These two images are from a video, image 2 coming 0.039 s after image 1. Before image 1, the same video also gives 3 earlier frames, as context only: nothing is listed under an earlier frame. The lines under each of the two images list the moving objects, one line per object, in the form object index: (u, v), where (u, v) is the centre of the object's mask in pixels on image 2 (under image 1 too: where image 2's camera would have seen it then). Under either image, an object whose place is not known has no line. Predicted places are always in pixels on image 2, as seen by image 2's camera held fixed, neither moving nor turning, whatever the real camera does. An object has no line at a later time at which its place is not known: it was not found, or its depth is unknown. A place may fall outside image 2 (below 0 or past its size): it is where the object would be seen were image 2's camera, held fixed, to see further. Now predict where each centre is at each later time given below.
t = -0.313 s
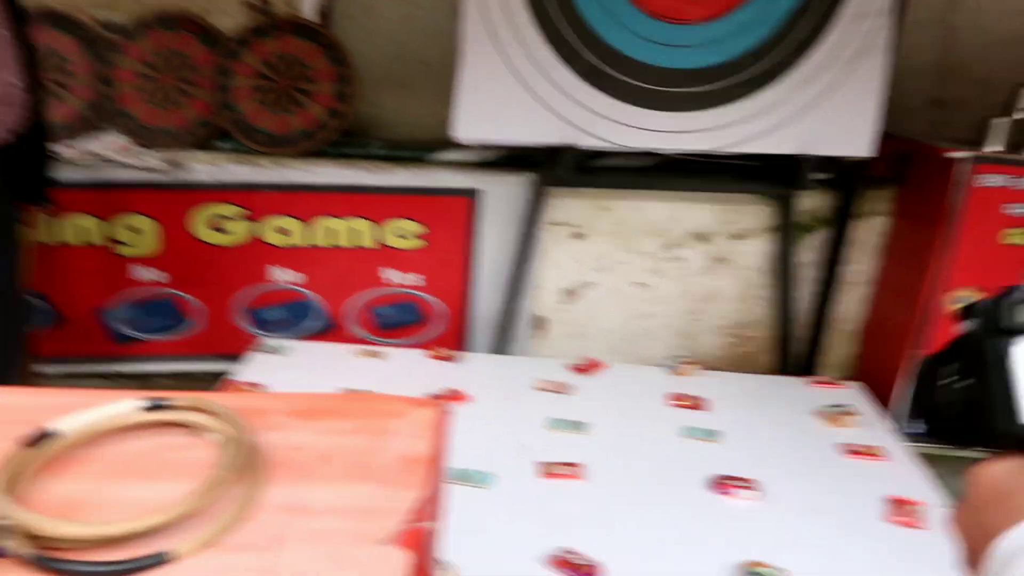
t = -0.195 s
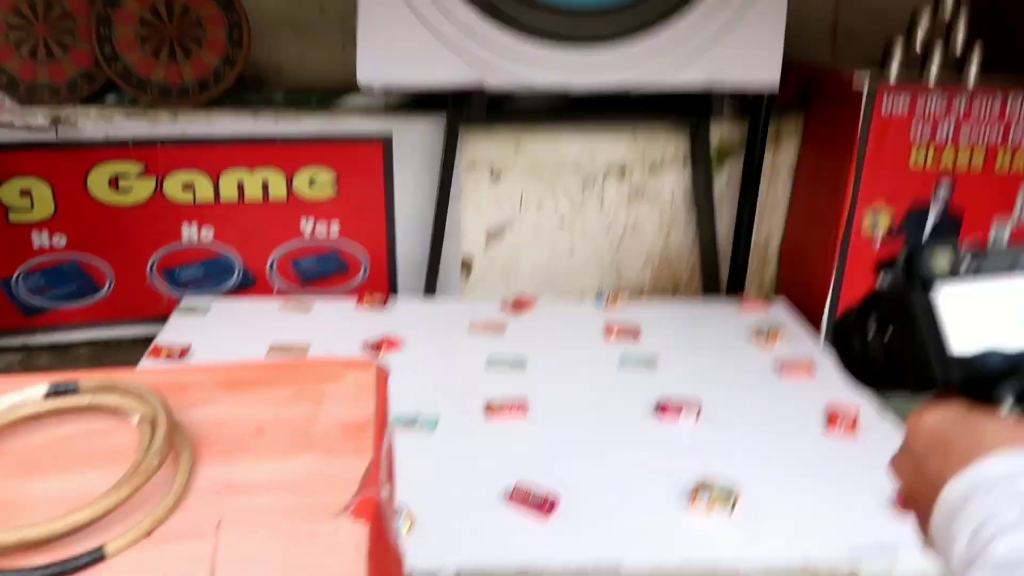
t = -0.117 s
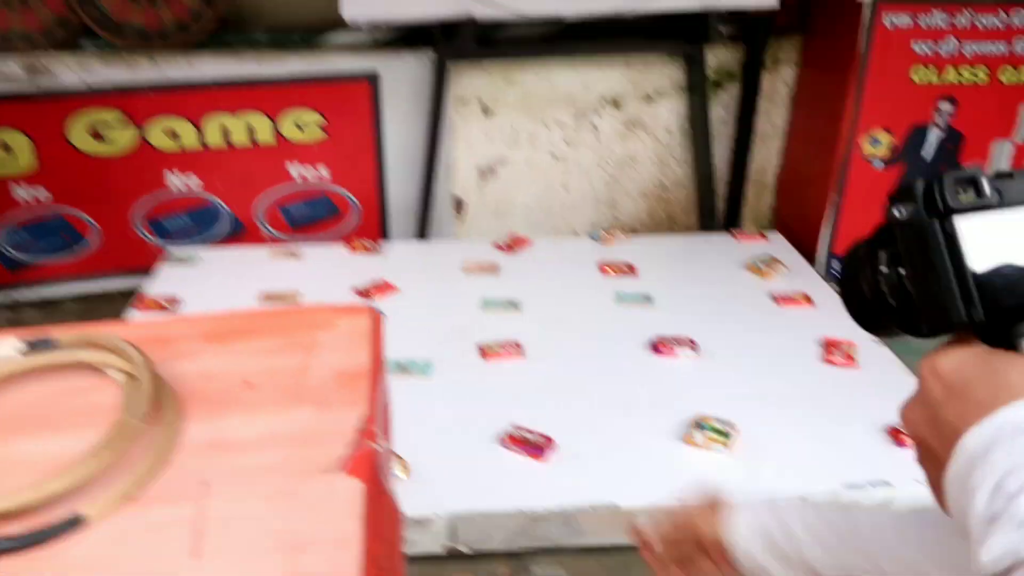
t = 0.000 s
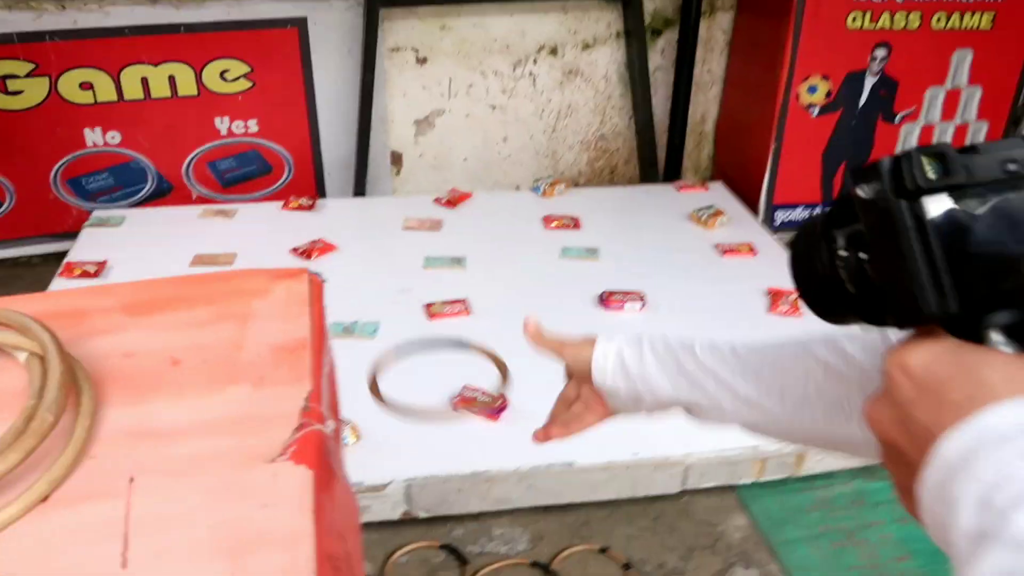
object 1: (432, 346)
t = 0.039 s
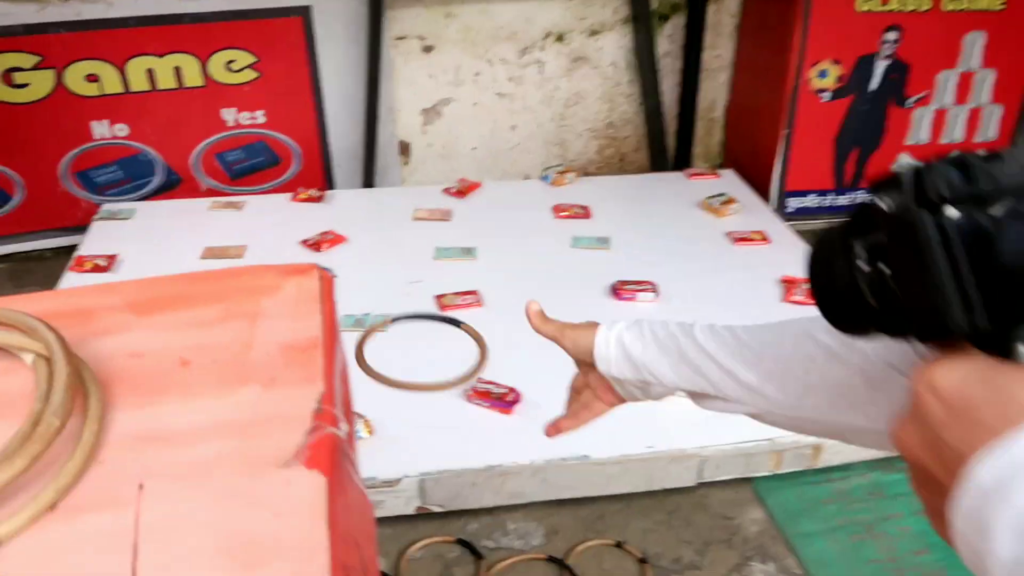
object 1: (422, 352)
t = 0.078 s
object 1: (402, 378)
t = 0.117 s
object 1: (410, 374)
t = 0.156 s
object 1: (405, 353)
